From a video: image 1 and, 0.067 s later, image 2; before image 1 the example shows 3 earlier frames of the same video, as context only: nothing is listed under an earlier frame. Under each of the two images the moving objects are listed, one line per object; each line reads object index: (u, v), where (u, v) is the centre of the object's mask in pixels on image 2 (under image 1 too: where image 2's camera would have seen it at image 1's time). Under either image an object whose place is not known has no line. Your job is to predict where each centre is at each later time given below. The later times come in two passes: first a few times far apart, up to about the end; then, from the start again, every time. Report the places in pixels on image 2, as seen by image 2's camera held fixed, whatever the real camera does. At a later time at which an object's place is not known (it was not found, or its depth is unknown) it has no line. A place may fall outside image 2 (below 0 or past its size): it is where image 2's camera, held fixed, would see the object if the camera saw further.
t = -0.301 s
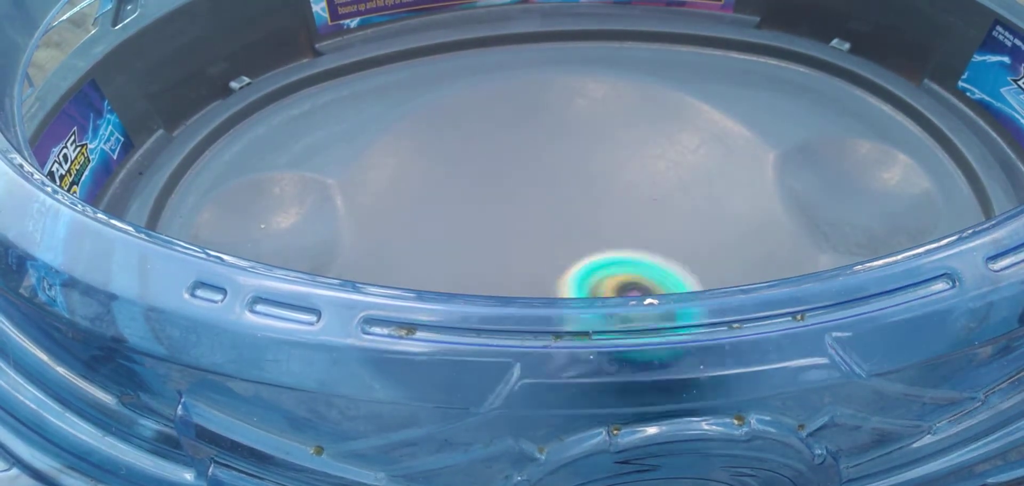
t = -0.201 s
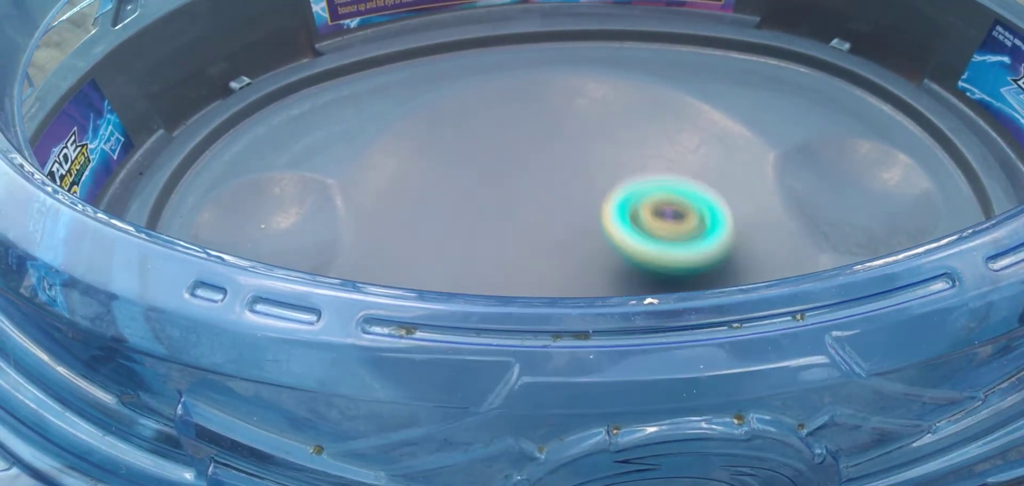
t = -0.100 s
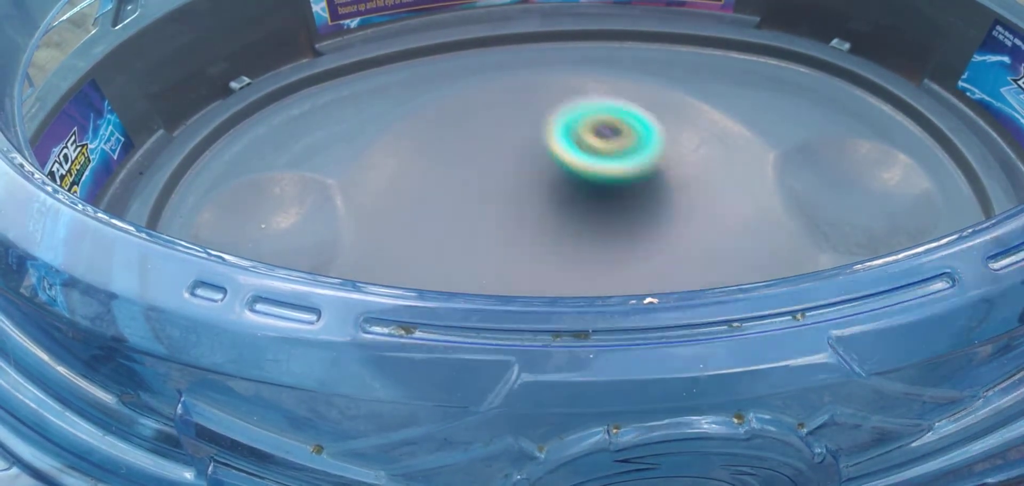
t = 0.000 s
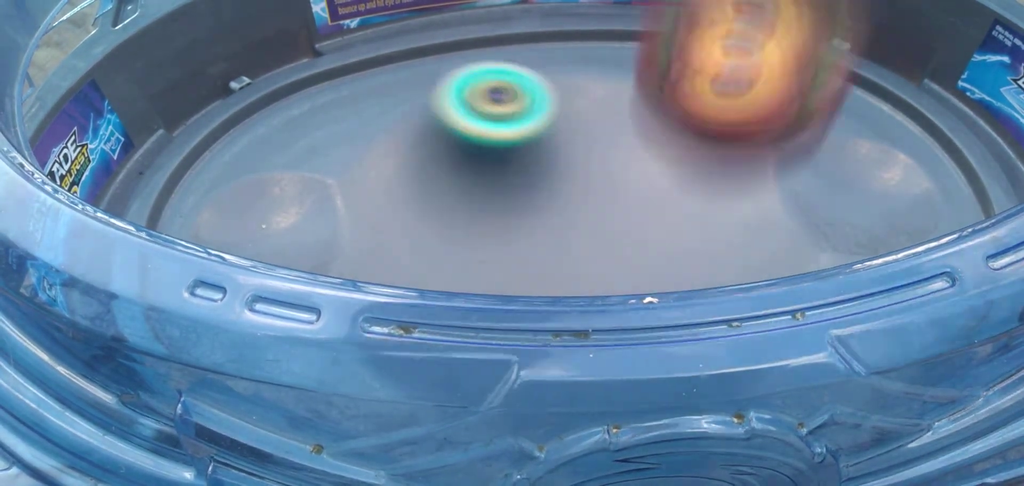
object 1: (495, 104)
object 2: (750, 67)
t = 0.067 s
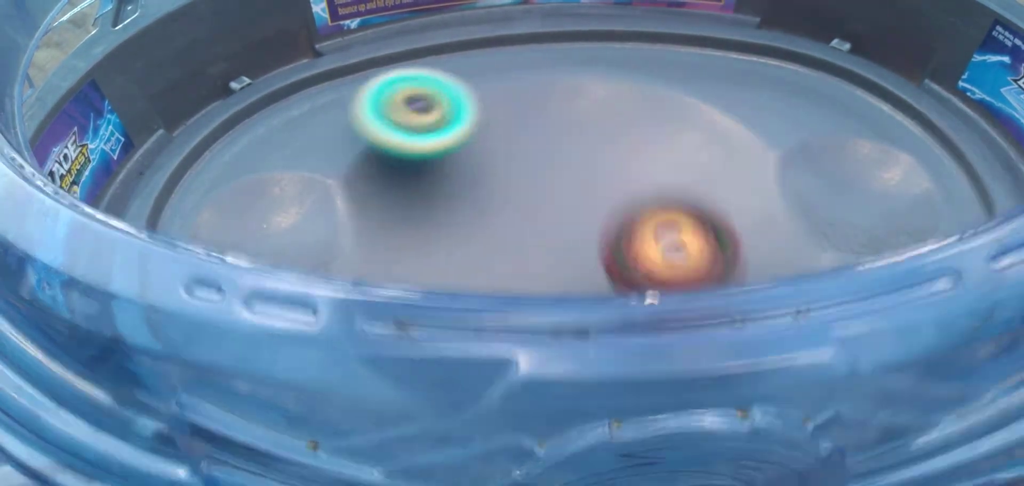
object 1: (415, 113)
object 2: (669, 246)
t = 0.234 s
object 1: (247, 222)
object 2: (553, 93)
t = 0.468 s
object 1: (284, 187)
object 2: (502, 190)
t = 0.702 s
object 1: (188, 205)
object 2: (883, 199)
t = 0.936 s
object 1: (454, 213)
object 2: (843, 70)
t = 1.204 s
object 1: (605, 196)
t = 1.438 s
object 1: (571, 222)
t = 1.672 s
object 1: (624, 221)
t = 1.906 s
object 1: (614, 182)
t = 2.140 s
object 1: (572, 210)
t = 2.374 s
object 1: (597, 239)
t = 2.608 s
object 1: (604, 225)
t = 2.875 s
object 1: (580, 223)
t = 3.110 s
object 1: (557, 229)
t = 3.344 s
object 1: (568, 229)
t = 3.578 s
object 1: (573, 215)
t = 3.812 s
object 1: (559, 203)
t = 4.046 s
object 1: (572, 212)
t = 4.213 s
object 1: (585, 206)
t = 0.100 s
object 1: (379, 119)
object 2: (641, 192)
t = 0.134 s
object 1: (346, 148)
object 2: (616, 154)
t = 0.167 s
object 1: (313, 193)
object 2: (593, 134)
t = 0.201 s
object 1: (275, 217)
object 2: (573, 113)
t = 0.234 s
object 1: (247, 222)
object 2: (553, 93)
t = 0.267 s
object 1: (234, 223)
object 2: (534, 81)
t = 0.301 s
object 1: (234, 223)
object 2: (514, 80)
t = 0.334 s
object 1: (249, 228)
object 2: (493, 84)
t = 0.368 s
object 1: (273, 228)
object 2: (470, 100)
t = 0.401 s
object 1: (310, 222)
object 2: (448, 128)
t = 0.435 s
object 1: (340, 199)
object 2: (441, 159)
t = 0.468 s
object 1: (284, 187)
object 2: (502, 190)
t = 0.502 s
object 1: (234, 194)
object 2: (570, 213)
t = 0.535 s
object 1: (200, 193)
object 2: (637, 226)
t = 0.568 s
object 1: (179, 188)
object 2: (700, 232)
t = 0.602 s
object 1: (169, 189)
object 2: (757, 226)
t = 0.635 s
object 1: (163, 191)
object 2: (806, 214)
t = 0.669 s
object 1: (173, 197)
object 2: (847, 203)
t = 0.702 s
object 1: (188, 205)
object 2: (883, 199)
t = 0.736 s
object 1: (214, 215)
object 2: (919, 184)
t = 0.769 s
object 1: (250, 225)
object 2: (951, 151)
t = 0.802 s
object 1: (289, 229)
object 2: (958, 121)
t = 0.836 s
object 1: (325, 221)
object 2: (947, 95)
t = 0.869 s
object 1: (365, 215)
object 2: (919, 83)
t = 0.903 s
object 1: (409, 213)
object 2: (880, 77)
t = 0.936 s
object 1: (454, 213)
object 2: (843, 70)
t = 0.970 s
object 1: (496, 214)
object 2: (813, 64)
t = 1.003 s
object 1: (535, 215)
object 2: (785, 62)
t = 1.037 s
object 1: (570, 214)
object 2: (759, 63)
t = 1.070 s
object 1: (598, 212)
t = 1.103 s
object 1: (614, 207)
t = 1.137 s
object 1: (623, 199)
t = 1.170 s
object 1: (623, 189)
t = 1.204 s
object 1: (605, 196)
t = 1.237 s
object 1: (585, 203)
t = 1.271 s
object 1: (572, 205)
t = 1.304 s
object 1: (562, 204)
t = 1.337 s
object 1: (558, 203)
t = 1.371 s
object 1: (557, 205)
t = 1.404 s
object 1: (557, 206)
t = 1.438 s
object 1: (571, 222)
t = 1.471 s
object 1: (584, 234)
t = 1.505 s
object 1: (595, 239)
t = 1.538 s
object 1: (605, 240)
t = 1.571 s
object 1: (614, 238)
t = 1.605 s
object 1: (621, 233)
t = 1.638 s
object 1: (624, 227)
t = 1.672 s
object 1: (624, 221)
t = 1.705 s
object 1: (627, 212)
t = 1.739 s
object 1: (627, 204)
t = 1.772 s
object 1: (628, 198)
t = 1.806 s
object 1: (627, 193)
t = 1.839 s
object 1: (625, 189)
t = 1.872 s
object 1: (621, 185)
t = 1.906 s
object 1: (614, 182)
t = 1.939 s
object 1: (606, 183)
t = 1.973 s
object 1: (597, 183)
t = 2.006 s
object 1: (588, 187)
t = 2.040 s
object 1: (583, 191)
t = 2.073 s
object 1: (578, 196)
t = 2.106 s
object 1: (574, 203)
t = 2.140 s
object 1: (572, 210)
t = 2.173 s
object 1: (572, 216)
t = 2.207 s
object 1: (575, 223)
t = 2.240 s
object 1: (580, 228)
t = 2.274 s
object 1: (584, 231)
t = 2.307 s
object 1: (589, 236)
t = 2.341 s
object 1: (593, 237)
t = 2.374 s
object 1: (597, 239)
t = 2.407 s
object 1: (603, 239)
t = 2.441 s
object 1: (605, 238)
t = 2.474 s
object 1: (608, 237)
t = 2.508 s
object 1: (609, 235)
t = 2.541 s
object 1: (607, 233)
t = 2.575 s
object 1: (607, 229)
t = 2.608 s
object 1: (604, 225)
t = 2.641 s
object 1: (604, 223)
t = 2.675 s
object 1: (602, 220)
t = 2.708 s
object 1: (599, 222)
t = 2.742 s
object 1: (595, 221)
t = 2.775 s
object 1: (590, 221)
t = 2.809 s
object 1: (587, 221)
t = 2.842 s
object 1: (583, 221)
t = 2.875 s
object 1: (580, 223)
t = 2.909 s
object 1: (574, 223)
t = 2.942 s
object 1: (571, 225)
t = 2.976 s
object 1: (566, 225)
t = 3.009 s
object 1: (563, 227)
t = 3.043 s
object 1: (561, 227)
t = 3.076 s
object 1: (557, 229)
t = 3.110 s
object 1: (557, 229)
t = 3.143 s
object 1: (554, 230)
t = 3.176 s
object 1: (554, 231)
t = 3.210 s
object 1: (555, 233)
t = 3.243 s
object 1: (560, 233)
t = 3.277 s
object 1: (562, 232)
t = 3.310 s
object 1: (566, 230)
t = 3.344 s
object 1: (568, 229)
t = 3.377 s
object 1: (571, 228)
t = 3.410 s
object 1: (572, 225)
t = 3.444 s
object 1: (573, 225)
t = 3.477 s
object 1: (573, 222)
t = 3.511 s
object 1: (573, 220)
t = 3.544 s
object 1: (573, 217)
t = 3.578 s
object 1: (573, 215)
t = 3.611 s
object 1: (572, 212)
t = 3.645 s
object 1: (571, 209)
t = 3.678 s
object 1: (568, 207)
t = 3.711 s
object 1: (566, 205)
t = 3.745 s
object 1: (563, 204)
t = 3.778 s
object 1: (562, 203)
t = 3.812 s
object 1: (559, 203)
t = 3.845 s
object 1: (559, 203)
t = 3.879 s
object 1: (560, 205)
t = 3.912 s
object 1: (562, 206)
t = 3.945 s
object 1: (564, 208)
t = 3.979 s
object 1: (567, 209)
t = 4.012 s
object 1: (570, 212)
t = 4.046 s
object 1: (572, 212)
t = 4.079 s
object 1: (576, 212)
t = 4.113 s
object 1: (577, 211)
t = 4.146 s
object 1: (581, 209)
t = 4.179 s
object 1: (582, 208)
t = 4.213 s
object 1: (585, 206)
